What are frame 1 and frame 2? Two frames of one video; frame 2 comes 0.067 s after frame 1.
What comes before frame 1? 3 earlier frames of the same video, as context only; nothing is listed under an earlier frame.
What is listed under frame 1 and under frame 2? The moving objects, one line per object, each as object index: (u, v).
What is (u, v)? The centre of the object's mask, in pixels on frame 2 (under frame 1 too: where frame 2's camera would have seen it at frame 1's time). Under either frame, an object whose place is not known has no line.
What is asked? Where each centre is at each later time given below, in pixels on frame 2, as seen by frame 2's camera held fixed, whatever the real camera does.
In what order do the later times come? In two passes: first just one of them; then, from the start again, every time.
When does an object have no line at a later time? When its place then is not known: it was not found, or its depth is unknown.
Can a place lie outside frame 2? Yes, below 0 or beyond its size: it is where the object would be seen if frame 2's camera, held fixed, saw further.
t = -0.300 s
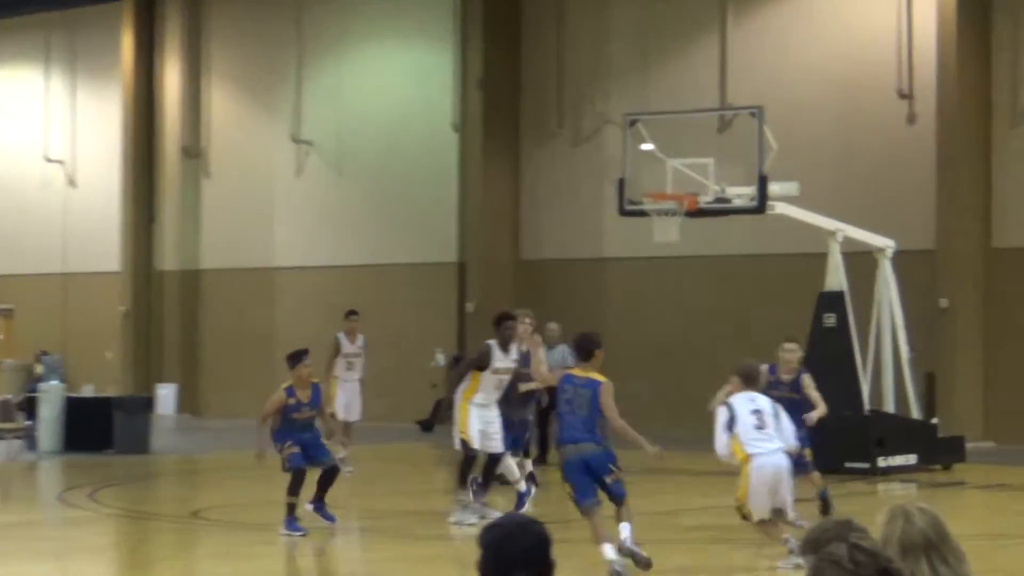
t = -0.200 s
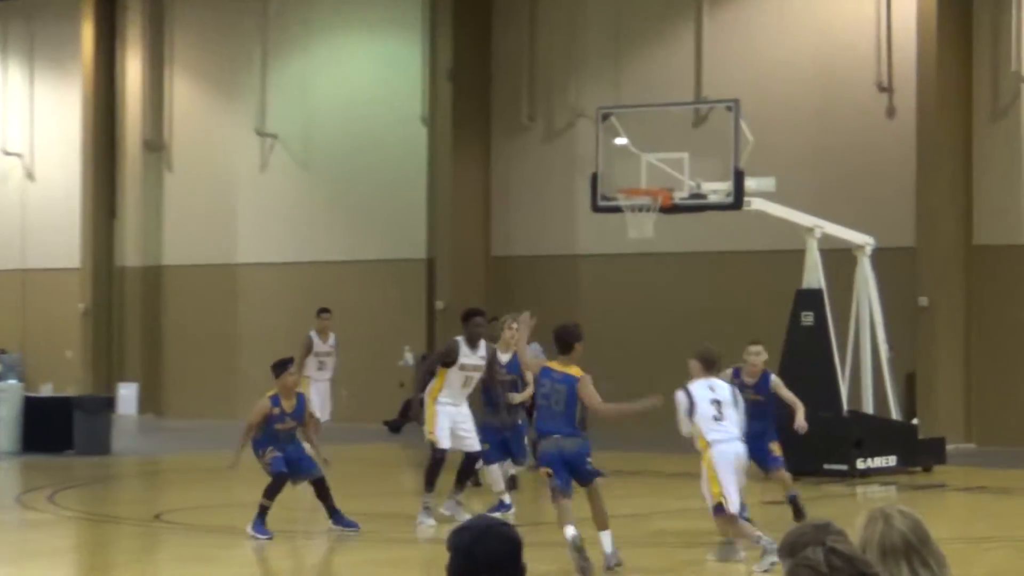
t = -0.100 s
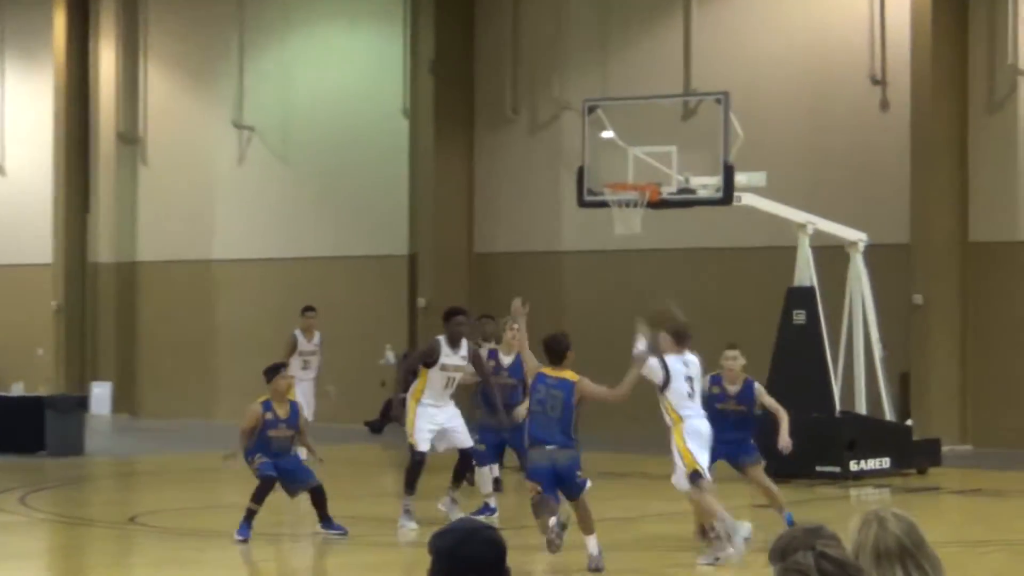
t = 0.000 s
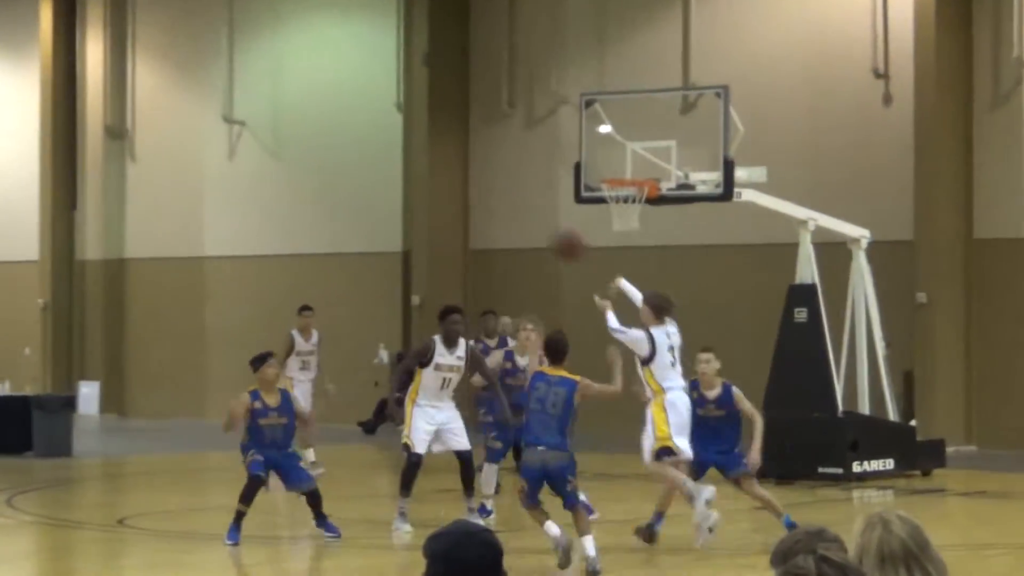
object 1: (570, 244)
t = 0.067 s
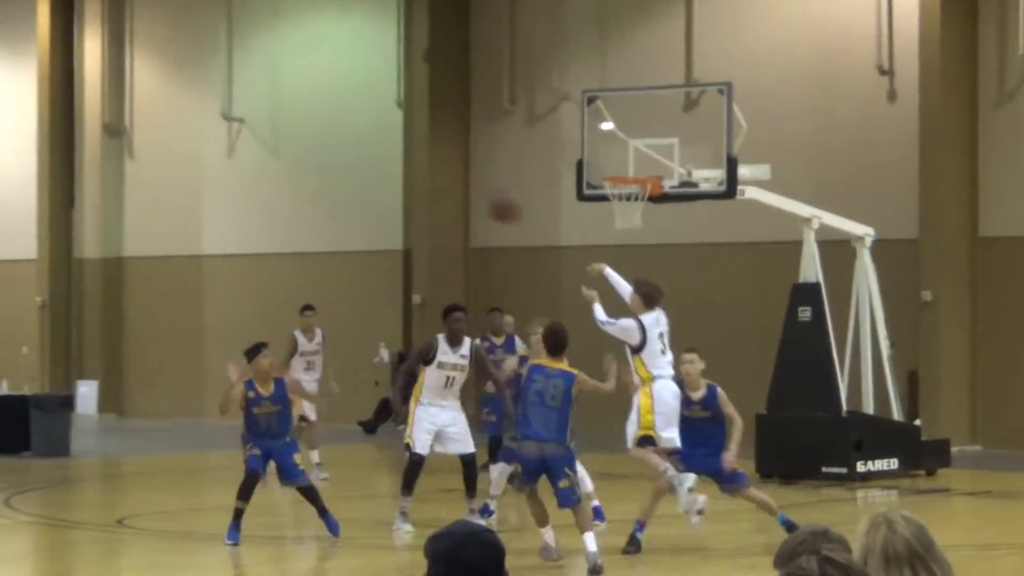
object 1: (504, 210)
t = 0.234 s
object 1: (354, 148)
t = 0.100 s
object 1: (475, 196)
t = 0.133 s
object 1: (445, 178)
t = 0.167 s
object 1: (411, 168)
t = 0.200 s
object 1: (382, 156)
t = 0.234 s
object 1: (354, 148)
